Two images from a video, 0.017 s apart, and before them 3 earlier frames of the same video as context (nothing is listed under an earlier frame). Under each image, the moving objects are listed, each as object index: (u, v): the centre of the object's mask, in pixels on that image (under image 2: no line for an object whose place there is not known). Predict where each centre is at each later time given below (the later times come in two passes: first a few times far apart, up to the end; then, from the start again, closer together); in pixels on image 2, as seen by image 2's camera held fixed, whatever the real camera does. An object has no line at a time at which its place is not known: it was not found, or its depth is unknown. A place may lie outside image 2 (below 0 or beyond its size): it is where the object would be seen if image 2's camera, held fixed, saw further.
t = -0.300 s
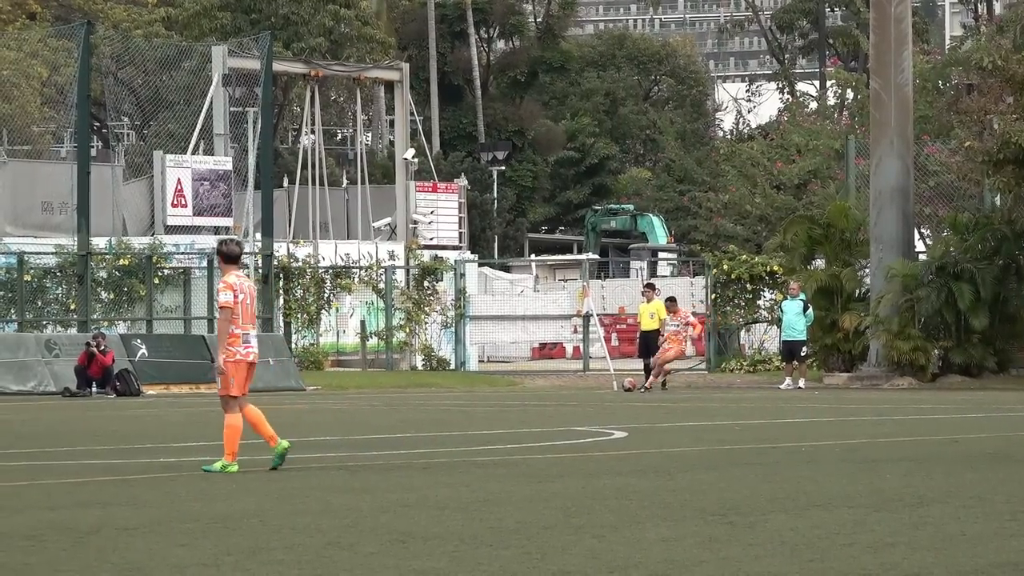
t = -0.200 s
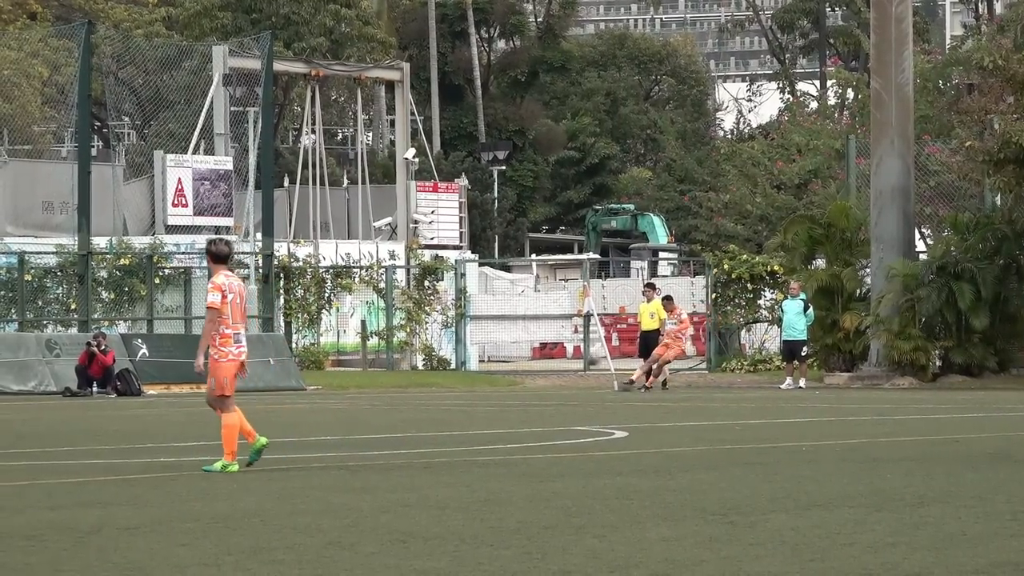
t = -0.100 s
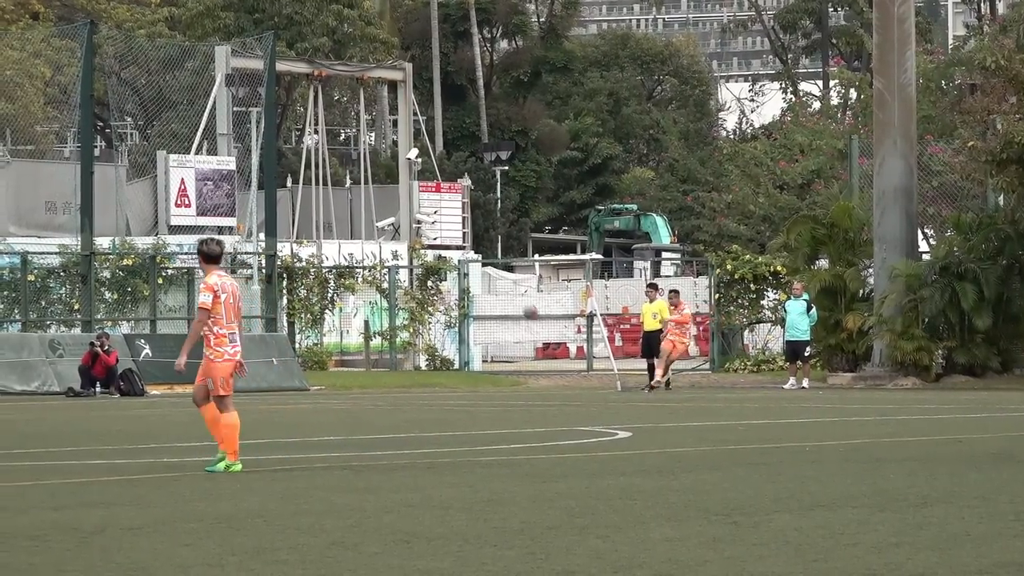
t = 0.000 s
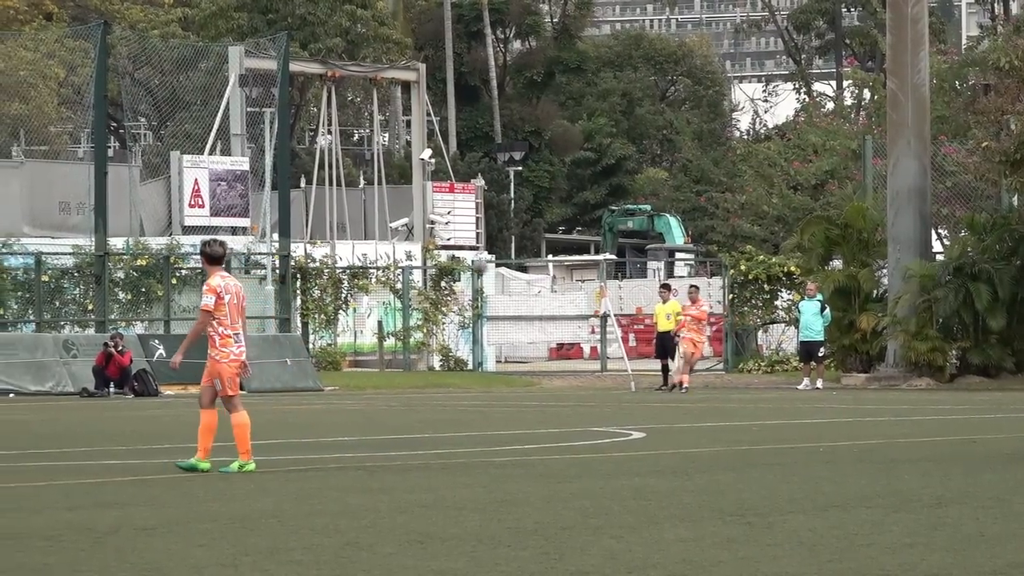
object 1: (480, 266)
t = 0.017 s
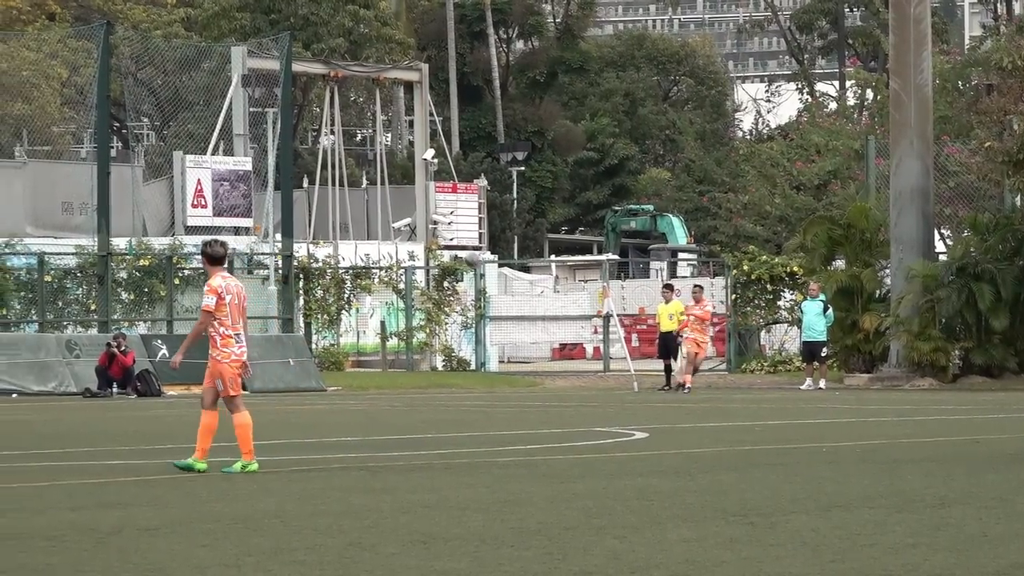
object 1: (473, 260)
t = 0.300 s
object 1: (290, 149)
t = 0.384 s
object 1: (237, 123)
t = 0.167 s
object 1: (375, 198)
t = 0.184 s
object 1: (365, 193)
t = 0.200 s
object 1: (354, 187)
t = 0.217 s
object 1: (344, 181)
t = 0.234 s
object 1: (333, 174)
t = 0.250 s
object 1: (322, 168)
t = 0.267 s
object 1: (312, 161)
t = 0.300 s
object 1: (290, 149)
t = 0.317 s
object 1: (280, 145)
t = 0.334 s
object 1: (269, 139)
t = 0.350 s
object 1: (259, 133)
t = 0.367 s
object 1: (248, 128)
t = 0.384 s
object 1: (237, 123)
